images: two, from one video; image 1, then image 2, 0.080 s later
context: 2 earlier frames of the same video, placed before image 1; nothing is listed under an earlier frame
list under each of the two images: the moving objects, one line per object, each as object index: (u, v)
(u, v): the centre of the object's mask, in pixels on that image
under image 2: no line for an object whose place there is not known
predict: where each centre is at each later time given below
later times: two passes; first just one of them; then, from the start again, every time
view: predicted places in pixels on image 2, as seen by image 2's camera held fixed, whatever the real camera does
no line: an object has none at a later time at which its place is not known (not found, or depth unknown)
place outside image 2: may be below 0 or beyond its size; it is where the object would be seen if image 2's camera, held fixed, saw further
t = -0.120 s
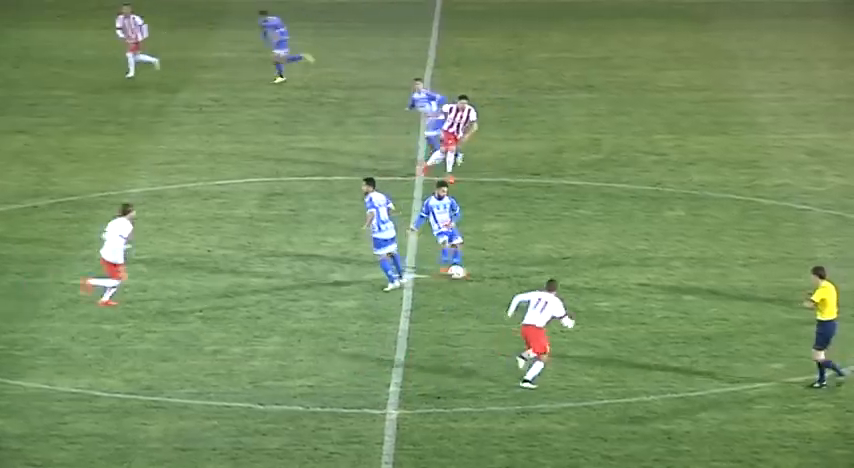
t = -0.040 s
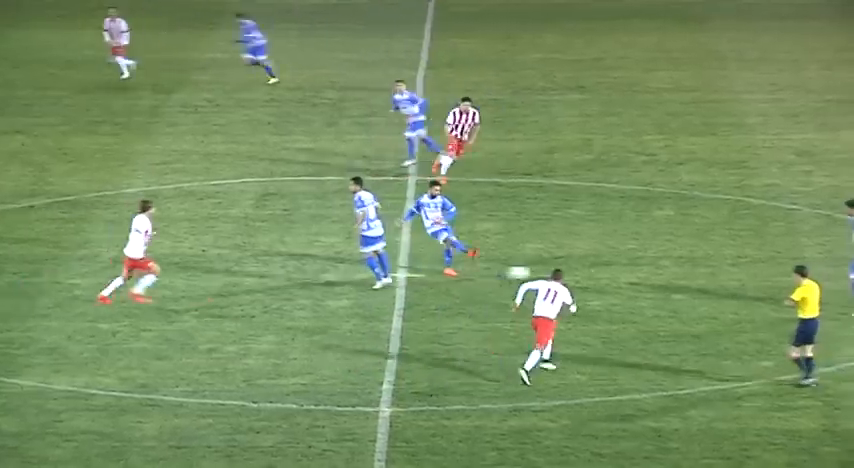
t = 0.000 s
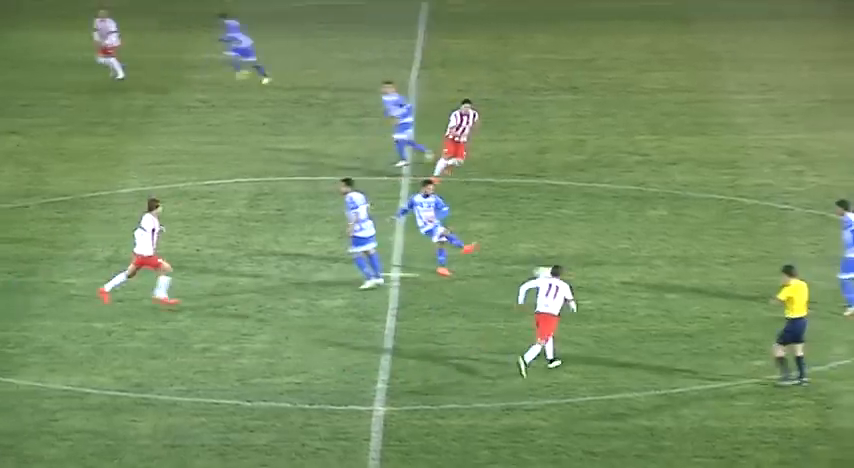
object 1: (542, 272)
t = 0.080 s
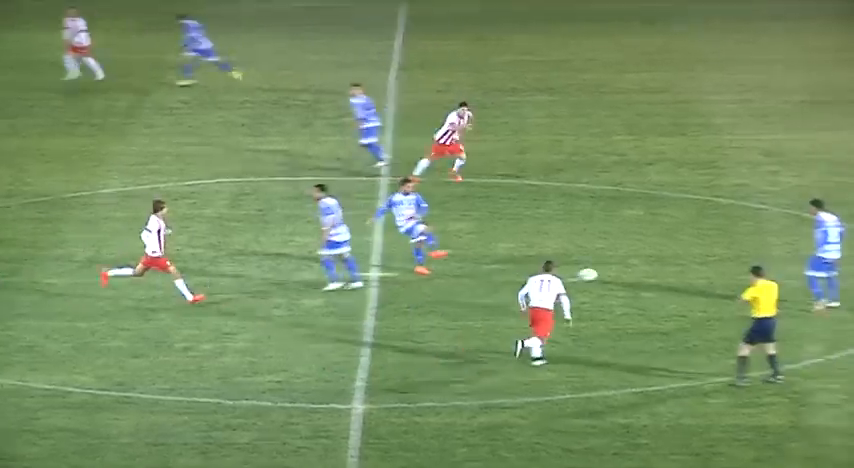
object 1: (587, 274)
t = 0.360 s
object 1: (787, 279)
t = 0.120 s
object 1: (618, 275)
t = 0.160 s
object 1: (649, 276)
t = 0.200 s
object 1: (678, 277)
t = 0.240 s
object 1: (707, 277)
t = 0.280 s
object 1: (734, 278)
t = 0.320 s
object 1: (762, 279)
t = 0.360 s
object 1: (787, 279)
